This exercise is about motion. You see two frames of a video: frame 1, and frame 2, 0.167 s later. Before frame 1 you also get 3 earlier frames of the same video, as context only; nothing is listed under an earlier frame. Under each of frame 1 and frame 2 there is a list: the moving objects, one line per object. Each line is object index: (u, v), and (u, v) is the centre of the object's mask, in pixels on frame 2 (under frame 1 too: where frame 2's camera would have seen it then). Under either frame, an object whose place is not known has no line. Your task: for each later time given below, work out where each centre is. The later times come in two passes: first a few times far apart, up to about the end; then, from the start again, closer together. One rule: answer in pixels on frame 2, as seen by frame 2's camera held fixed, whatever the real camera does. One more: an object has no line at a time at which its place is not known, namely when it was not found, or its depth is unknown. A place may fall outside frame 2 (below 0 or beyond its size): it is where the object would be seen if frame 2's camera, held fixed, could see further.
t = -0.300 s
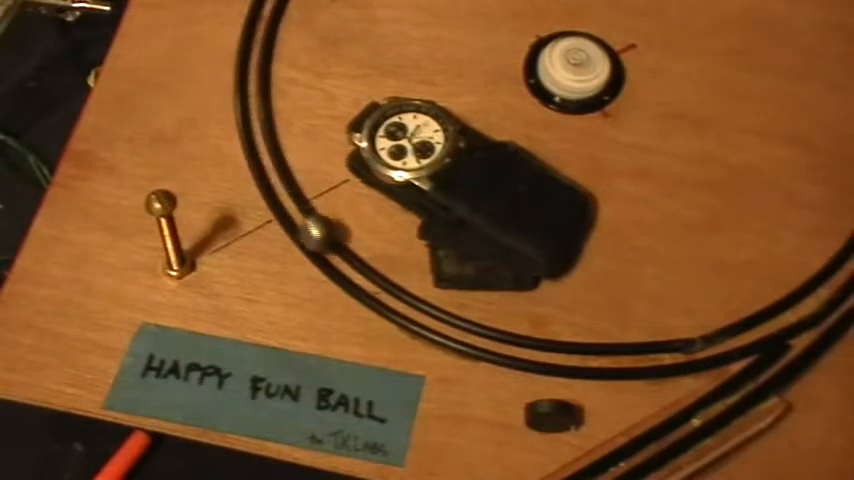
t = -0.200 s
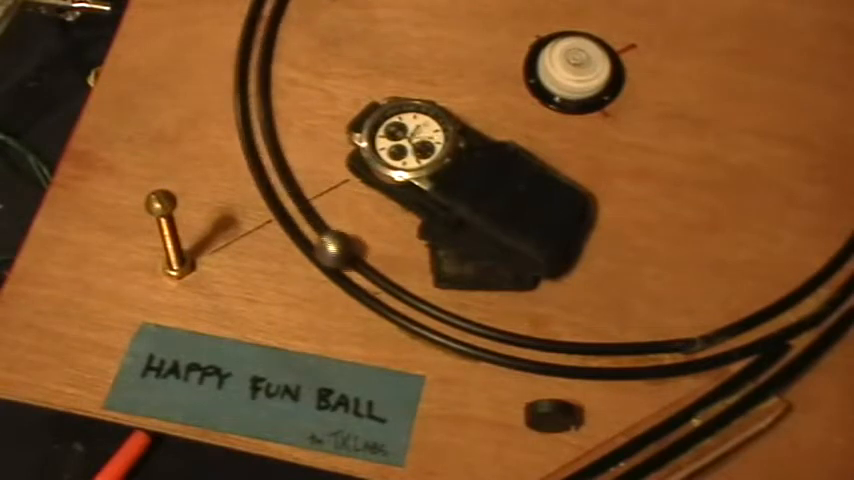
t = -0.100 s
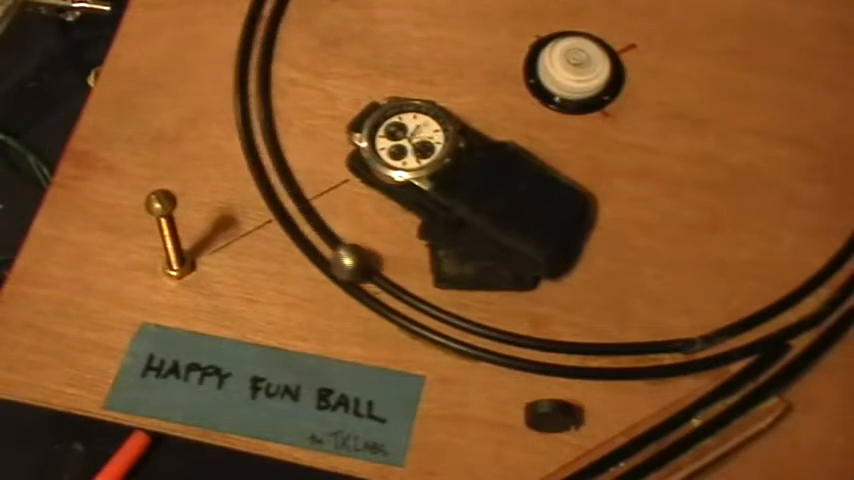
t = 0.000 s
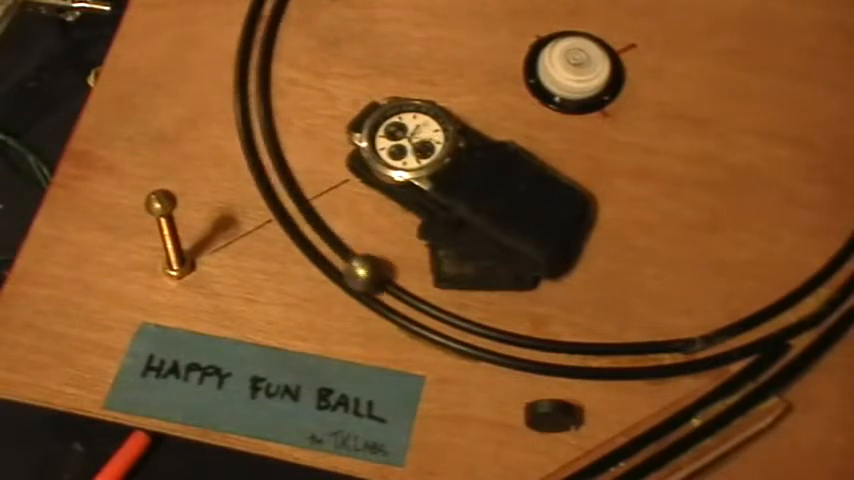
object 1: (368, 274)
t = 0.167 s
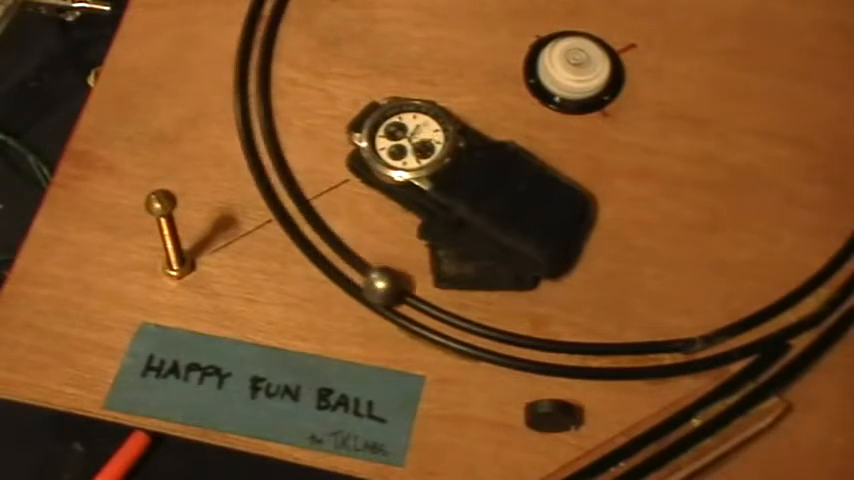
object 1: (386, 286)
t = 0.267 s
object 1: (393, 291)
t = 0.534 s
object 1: (402, 296)
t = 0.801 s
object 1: (397, 293)
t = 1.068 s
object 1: (379, 281)
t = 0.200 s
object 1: (388, 288)
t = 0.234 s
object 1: (391, 290)
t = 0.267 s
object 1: (393, 291)
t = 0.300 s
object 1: (396, 292)
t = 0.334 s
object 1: (397, 293)
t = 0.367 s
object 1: (399, 294)
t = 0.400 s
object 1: (400, 295)
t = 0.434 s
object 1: (401, 296)
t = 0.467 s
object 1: (402, 296)
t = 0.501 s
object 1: (402, 296)
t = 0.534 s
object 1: (402, 296)
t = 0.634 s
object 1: (402, 296)
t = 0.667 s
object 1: (402, 296)
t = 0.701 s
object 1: (401, 295)
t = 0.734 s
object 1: (400, 295)
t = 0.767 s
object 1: (398, 293)
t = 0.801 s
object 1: (397, 293)
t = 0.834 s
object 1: (396, 292)
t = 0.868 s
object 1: (394, 291)
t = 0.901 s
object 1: (391, 290)
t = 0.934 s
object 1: (389, 288)
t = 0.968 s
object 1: (387, 287)
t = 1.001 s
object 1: (384, 285)
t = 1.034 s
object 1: (381, 283)
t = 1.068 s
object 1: (379, 281)
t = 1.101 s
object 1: (376, 280)
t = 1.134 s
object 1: (373, 277)
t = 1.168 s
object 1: (370, 275)
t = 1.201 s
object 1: (366, 272)
